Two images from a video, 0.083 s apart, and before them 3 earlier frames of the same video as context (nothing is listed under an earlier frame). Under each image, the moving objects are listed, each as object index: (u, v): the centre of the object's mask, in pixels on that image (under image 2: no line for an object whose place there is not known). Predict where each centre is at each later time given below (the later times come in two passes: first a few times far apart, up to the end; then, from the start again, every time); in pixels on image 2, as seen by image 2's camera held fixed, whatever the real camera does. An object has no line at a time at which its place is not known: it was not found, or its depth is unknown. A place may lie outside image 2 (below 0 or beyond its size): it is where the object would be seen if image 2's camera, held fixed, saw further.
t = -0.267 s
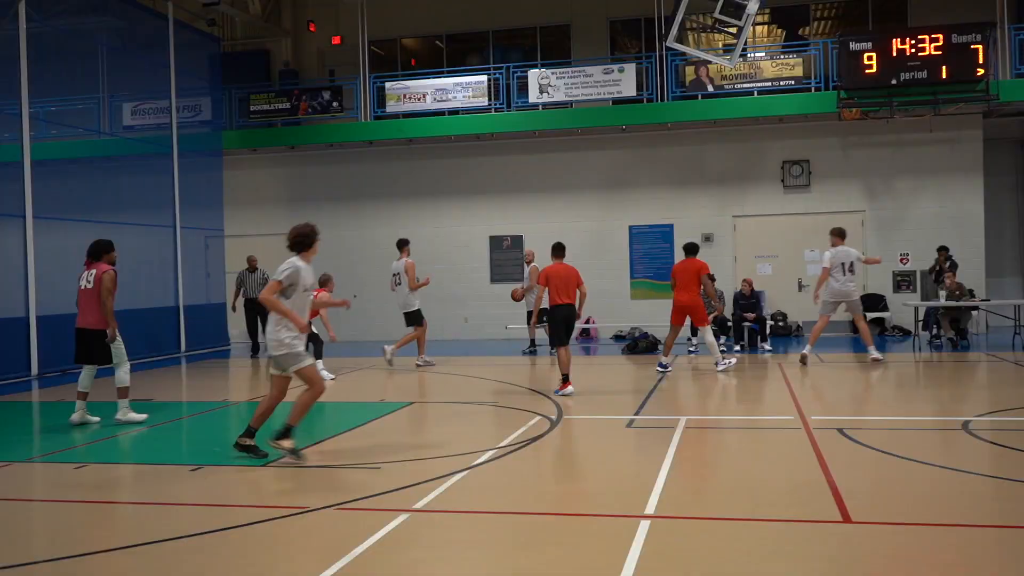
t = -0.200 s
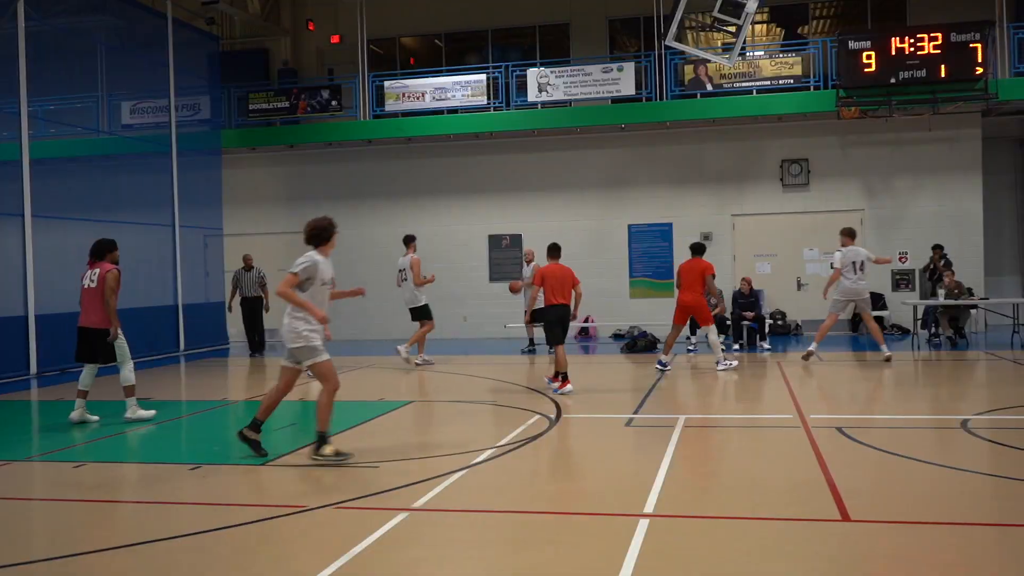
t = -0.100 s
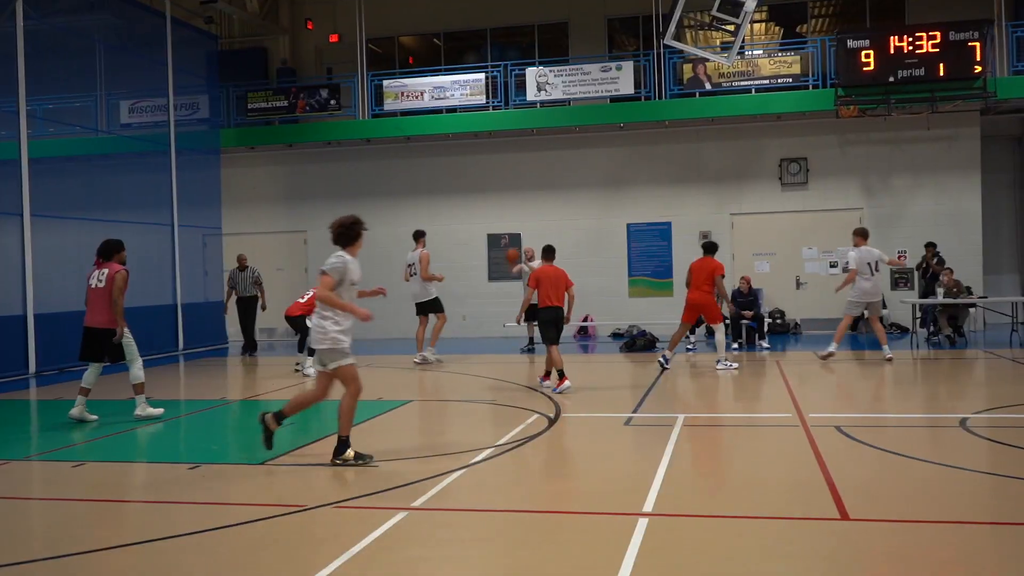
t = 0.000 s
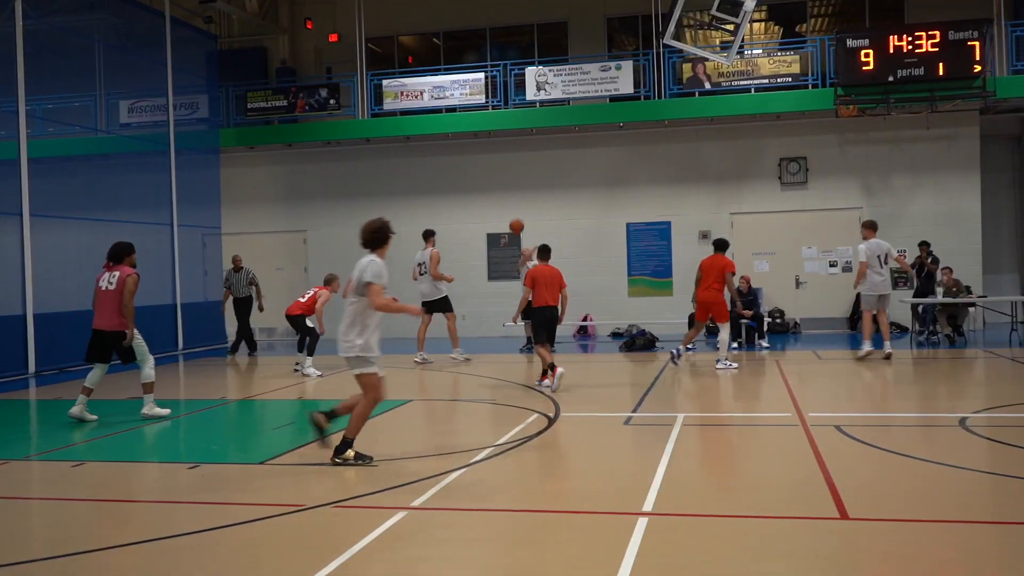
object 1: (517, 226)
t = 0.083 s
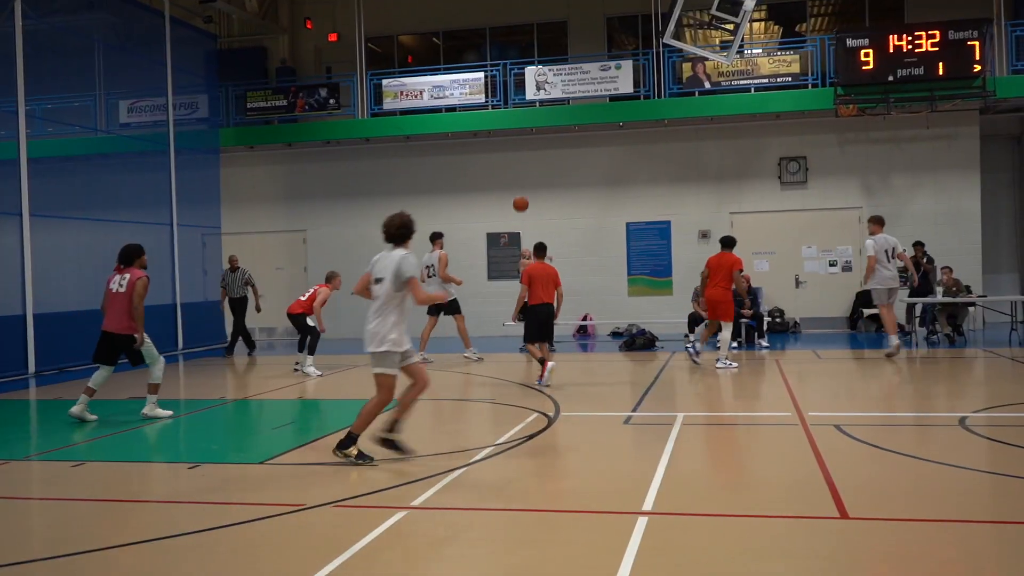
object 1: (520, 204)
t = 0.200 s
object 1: (528, 176)
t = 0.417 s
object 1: (544, 139)
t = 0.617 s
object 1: (564, 130)
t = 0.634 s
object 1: (566, 131)
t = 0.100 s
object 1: (522, 200)
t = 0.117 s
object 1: (523, 196)
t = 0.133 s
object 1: (524, 191)
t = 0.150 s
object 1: (524, 187)
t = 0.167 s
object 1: (525, 184)
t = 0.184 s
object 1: (527, 180)
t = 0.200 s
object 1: (528, 176)
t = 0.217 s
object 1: (529, 173)
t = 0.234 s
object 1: (530, 169)
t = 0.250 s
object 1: (531, 166)
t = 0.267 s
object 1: (532, 163)
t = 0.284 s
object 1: (533, 160)
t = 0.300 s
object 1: (535, 156)
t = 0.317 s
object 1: (536, 153)
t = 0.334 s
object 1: (537, 151)
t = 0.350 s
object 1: (539, 148)
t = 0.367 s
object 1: (540, 146)
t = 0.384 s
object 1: (541, 143)
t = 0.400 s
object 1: (542, 141)
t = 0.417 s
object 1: (544, 139)
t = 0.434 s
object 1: (545, 137)
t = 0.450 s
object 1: (547, 136)
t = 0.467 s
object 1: (548, 135)
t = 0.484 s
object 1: (550, 134)
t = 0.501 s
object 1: (552, 133)
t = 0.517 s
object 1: (553, 132)
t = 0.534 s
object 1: (555, 131)
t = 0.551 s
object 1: (557, 130)
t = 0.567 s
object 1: (558, 130)
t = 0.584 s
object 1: (560, 130)
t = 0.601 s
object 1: (562, 130)
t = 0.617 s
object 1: (564, 130)
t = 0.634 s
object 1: (566, 131)
